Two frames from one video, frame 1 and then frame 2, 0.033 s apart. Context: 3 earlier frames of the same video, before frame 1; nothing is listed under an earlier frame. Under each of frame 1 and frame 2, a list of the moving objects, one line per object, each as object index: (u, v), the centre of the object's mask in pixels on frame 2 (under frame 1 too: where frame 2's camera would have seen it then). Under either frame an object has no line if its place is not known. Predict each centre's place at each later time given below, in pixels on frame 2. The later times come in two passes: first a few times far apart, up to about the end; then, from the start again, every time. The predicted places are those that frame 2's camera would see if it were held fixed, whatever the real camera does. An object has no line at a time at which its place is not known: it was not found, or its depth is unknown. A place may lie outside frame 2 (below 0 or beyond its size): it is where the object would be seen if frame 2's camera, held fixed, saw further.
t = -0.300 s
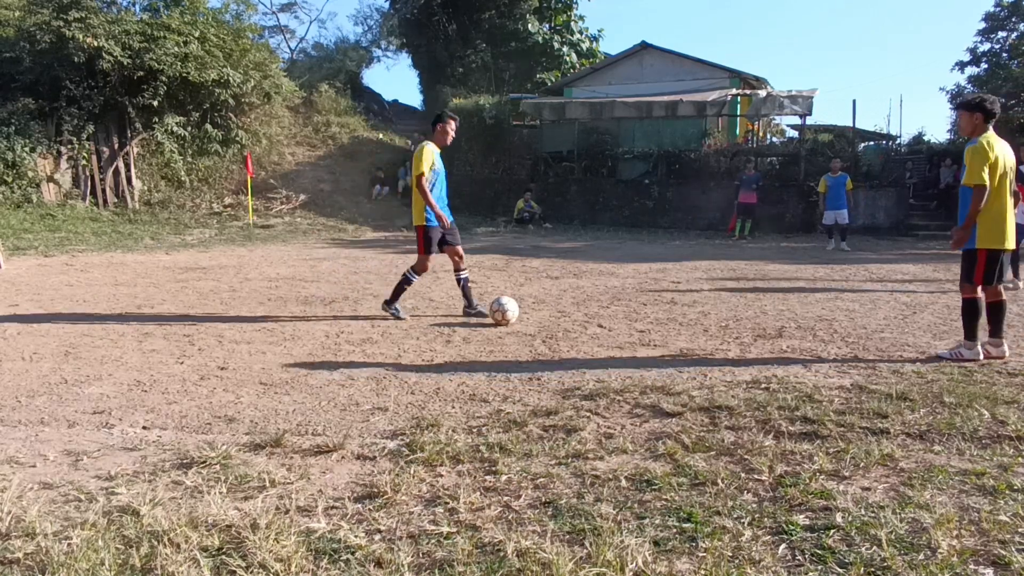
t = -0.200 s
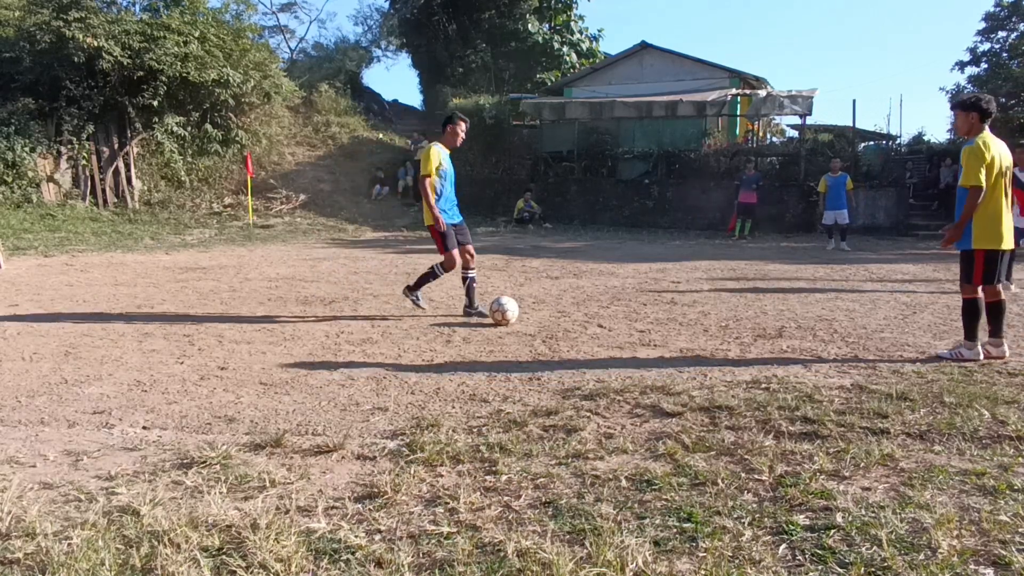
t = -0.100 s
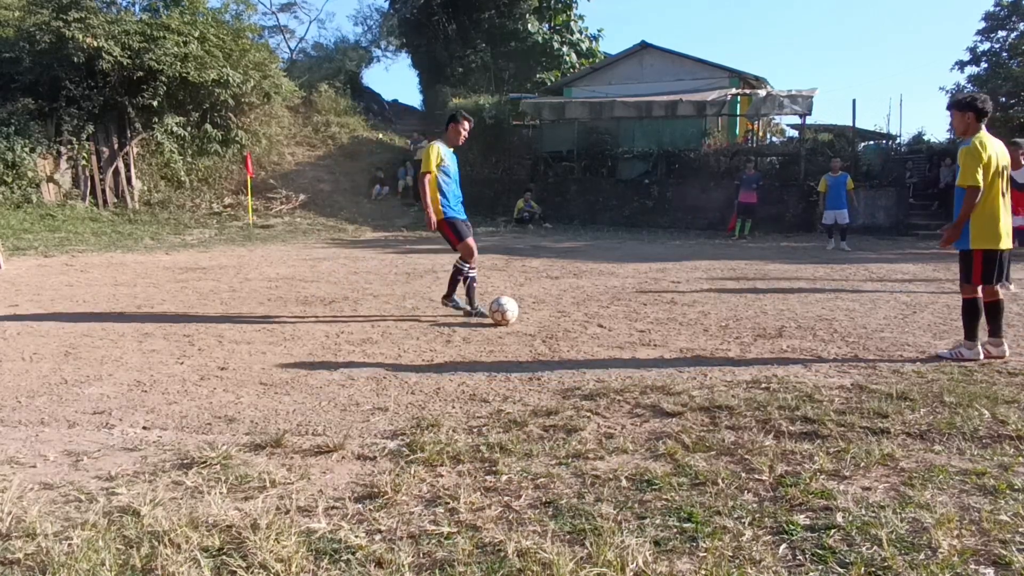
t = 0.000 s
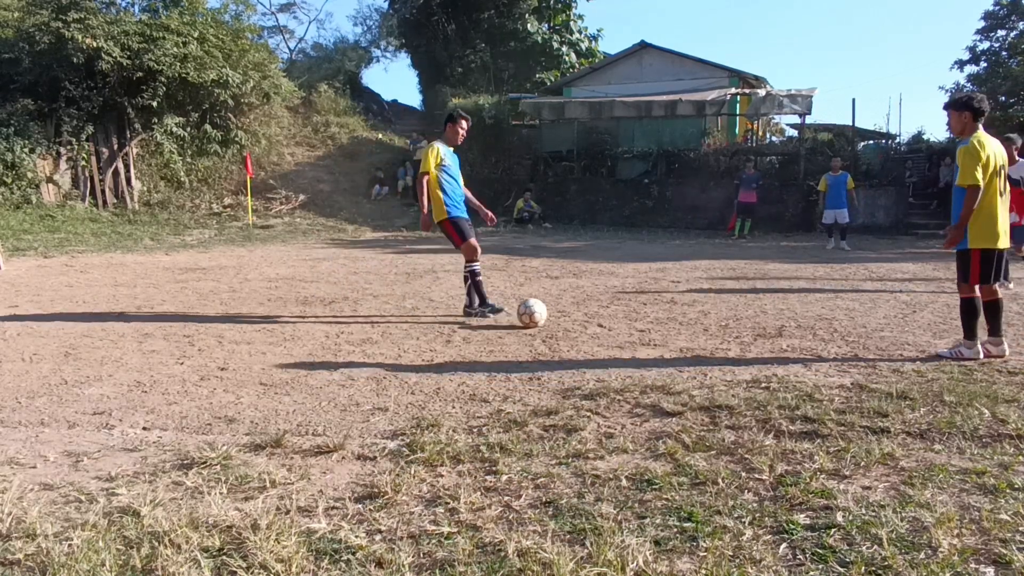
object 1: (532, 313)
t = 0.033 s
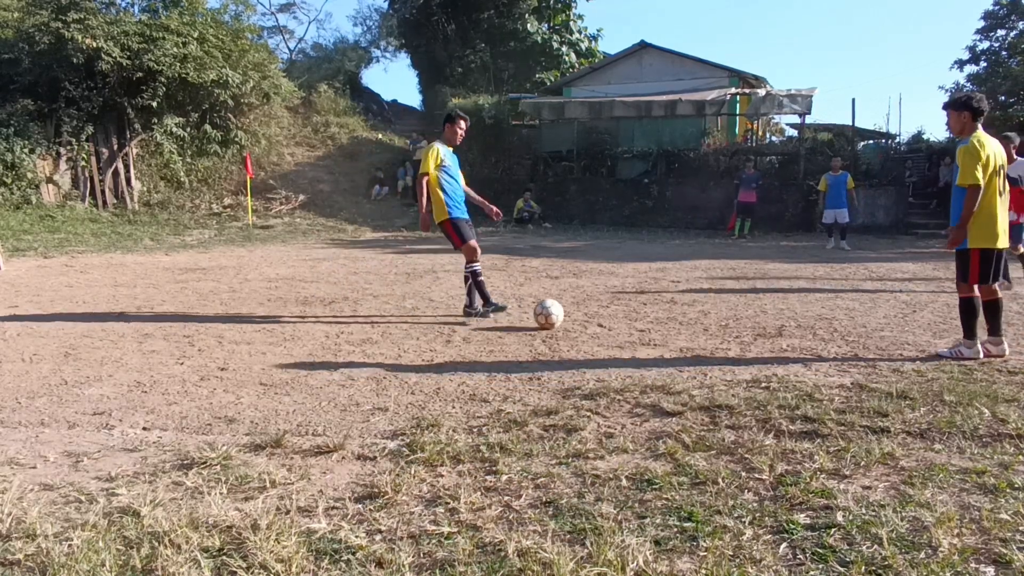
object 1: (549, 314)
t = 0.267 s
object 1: (645, 319)
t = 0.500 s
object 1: (725, 327)
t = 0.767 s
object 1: (820, 330)
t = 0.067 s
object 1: (564, 314)
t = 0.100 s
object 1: (579, 314)
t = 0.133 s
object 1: (594, 316)
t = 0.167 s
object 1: (607, 317)
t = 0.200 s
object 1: (620, 318)
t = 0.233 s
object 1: (634, 319)
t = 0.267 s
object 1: (645, 319)
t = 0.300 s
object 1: (656, 319)
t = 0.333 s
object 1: (667, 321)
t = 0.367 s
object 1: (678, 322)
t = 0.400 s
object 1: (690, 323)
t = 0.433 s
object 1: (701, 324)
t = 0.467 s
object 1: (713, 325)
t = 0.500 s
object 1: (725, 327)
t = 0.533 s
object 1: (737, 328)
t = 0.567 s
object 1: (749, 327)
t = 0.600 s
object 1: (761, 327)
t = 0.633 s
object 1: (772, 329)
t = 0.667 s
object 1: (784, 330)
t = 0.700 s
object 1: (796, 331)
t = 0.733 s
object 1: (808, 331)
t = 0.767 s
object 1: (820, 330)
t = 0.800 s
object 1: (832, 331)
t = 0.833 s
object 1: (845, 334)
